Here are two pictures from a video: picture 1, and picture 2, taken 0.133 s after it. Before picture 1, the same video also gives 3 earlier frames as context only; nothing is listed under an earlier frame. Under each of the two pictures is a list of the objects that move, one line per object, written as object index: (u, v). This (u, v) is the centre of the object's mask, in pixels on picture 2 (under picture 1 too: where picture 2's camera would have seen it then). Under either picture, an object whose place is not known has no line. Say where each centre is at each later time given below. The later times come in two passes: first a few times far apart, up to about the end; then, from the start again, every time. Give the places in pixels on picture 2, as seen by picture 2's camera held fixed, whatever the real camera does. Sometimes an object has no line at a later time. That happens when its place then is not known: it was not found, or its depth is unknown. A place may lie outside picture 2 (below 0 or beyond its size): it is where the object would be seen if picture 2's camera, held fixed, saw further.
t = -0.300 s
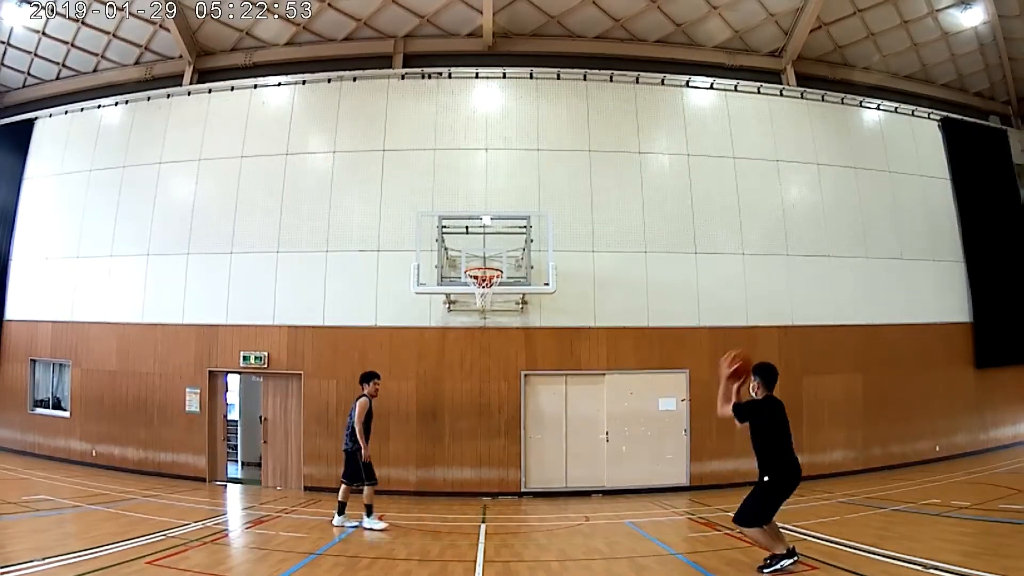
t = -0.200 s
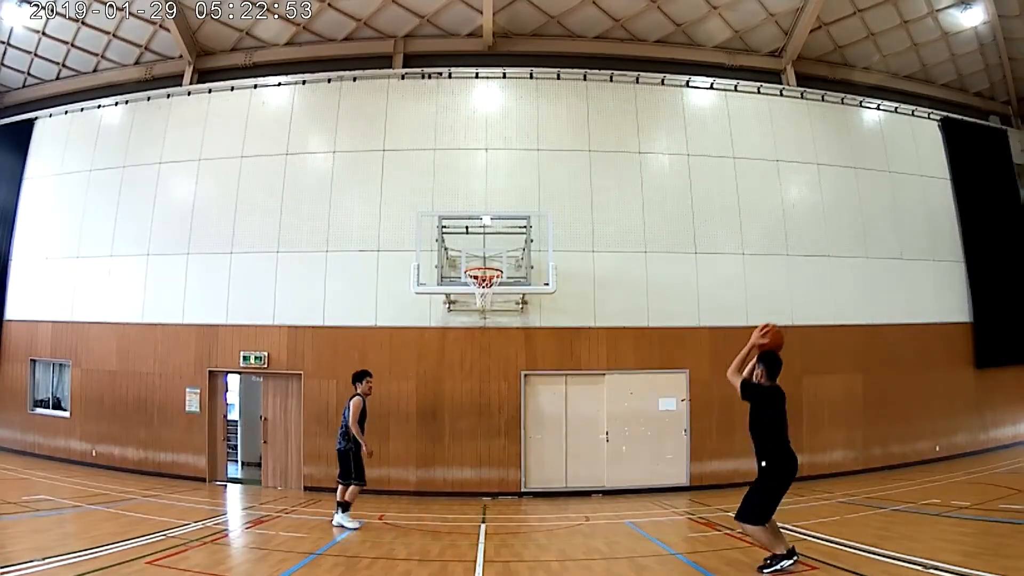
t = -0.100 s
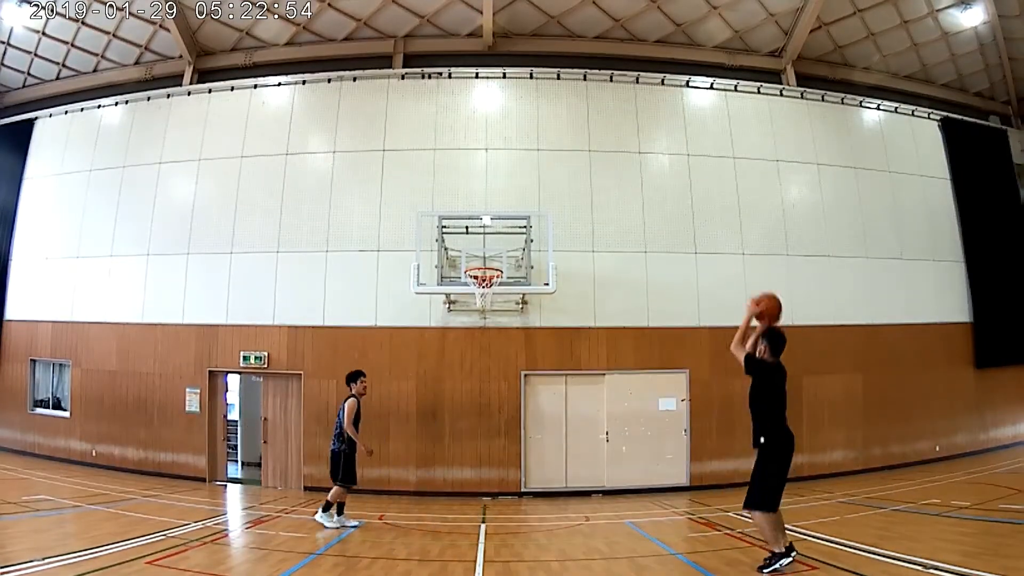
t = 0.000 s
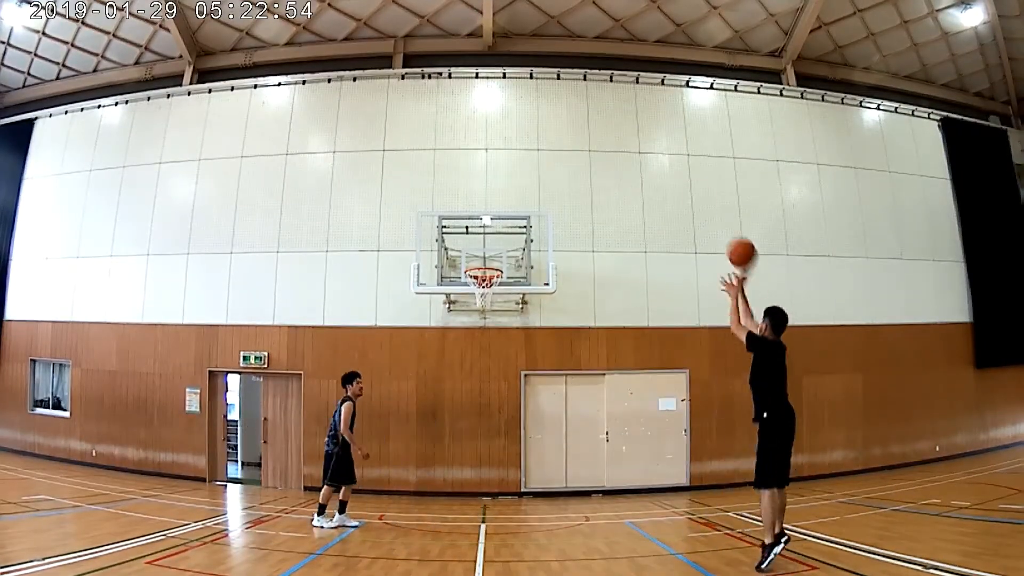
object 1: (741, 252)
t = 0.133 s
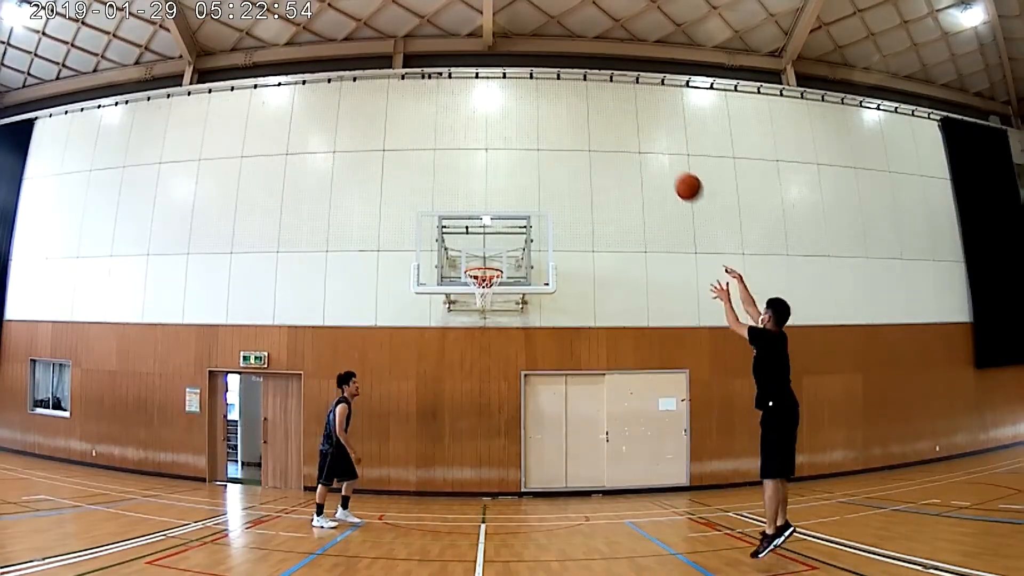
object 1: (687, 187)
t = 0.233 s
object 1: (654, 157)
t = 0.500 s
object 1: (586, 136)
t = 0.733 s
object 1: (542, 163)
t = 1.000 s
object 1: (498, 239)
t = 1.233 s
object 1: (480, 309)
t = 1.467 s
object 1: (478, 390)
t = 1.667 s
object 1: (477, 492)
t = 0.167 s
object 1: (676, 175)
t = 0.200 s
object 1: (665, 165)
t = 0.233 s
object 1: (654, 157)
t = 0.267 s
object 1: (644, 150)
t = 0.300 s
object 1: (635, 145)
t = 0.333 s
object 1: (626, 140)
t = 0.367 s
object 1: (617, 137)
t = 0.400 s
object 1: (609, 136)
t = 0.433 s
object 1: (601, 135)
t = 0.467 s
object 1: (593, 135)
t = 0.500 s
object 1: (586, 136)
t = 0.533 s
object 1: (578, 138)
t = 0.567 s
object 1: (571, 141)
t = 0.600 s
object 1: (565, 144)
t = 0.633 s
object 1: (561, 146)
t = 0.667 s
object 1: (555, 151)
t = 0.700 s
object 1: (548, 157)
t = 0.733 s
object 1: (542, 163)
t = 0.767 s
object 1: (536, 170)
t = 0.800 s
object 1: (531, 178)
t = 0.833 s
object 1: (525, 187)
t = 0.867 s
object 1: (519, 196)
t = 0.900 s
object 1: (514, 205)
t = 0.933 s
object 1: (509, 216)
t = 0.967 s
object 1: (503, 228)
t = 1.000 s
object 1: (498, 239)
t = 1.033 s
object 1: (493, 251)
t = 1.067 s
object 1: (488, 263)
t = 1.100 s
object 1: (484, 278)
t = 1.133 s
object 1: (482, 286)
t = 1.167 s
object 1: (482, 296)
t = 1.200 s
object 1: (481, 301)
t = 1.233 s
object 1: (480, 309)
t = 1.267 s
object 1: (480, 317)
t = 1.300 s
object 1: (479, 327)
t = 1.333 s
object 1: (480, 338)
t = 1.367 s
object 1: (479, 349)
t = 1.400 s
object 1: (479, 362)
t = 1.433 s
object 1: (479, 376)
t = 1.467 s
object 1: (478, 390)
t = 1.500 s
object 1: (478, 404)
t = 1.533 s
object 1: (478, 420)
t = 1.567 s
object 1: (478, 437)
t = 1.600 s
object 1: (477, 455)
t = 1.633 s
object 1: (477, 474)
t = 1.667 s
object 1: (477, 492)
